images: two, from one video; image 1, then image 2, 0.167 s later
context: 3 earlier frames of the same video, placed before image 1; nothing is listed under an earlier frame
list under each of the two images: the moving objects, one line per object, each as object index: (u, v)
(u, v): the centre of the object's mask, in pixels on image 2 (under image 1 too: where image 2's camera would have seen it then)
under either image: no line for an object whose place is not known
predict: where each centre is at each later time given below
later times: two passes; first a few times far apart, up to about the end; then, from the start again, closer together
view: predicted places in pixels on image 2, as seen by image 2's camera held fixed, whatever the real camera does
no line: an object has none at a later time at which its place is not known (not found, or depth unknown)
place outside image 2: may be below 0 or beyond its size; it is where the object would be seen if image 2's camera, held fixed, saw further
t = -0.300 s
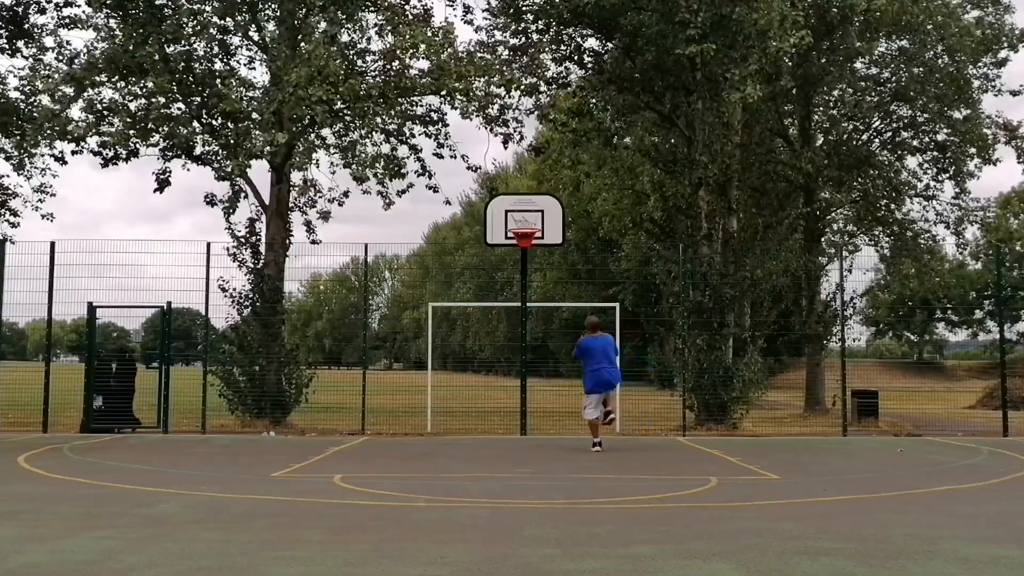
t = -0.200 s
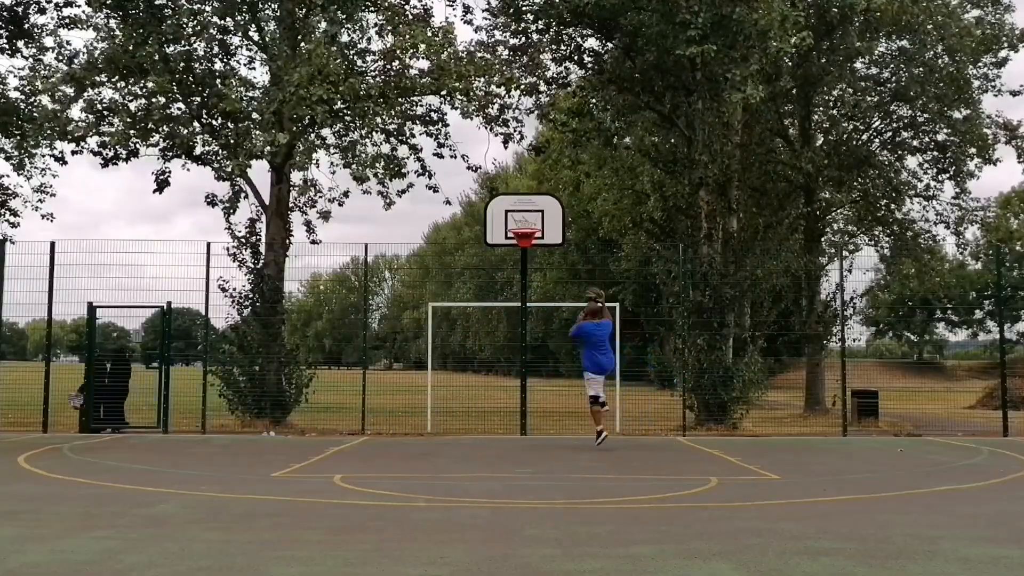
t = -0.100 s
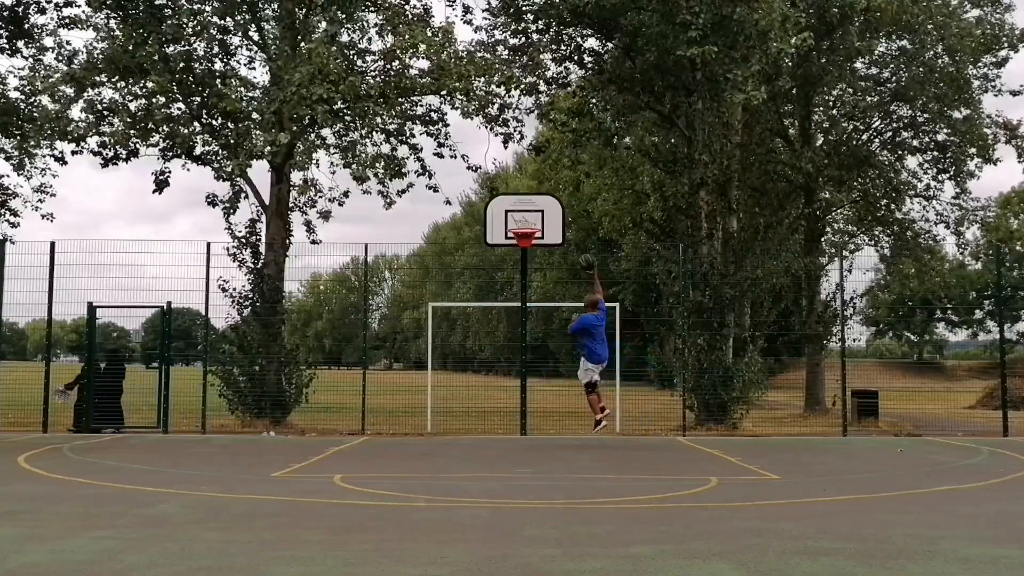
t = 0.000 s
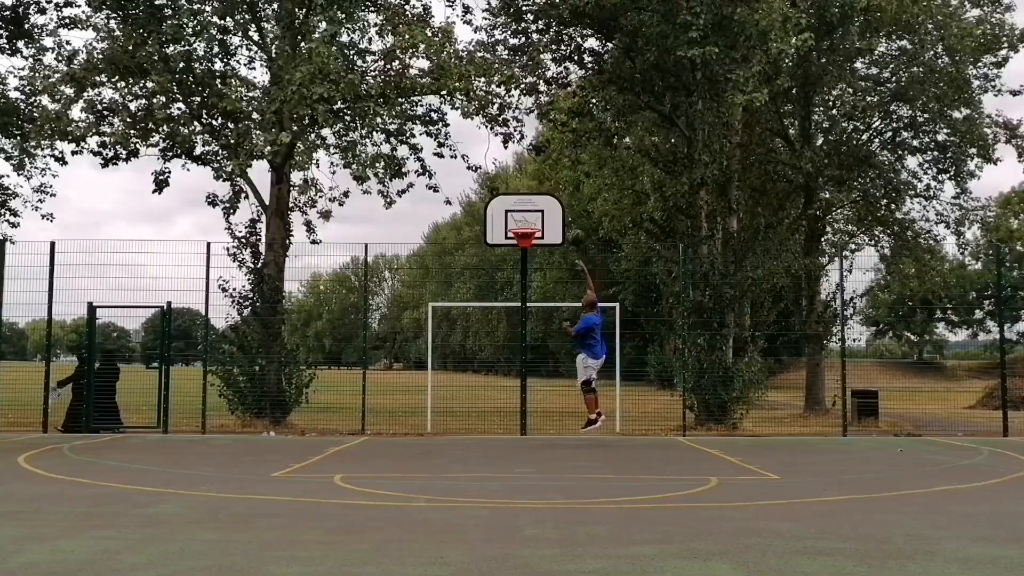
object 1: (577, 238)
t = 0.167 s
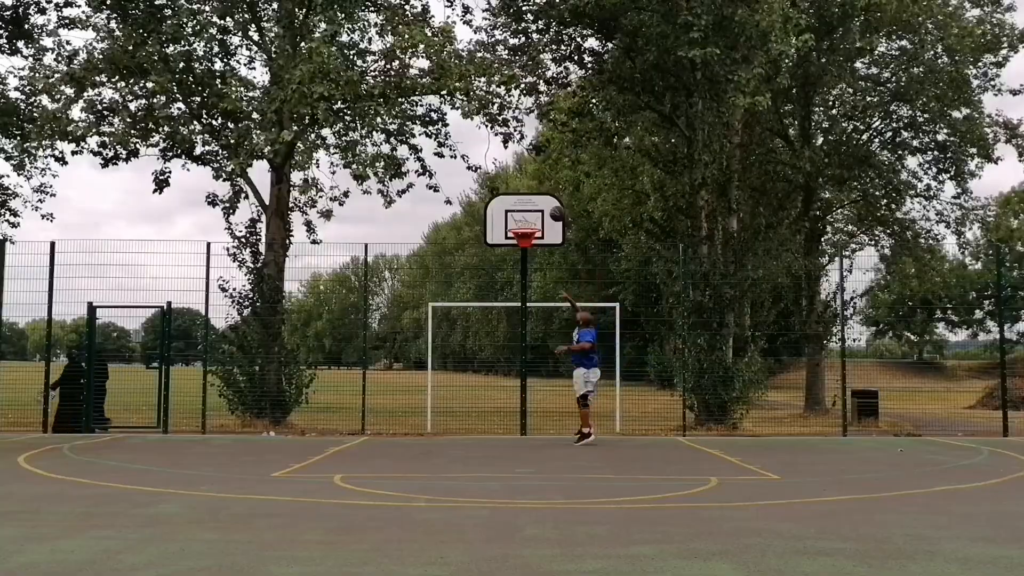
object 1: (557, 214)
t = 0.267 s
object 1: (547, 209)
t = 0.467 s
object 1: (533, 220)
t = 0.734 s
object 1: (515, 280)
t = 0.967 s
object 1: (497, 378)
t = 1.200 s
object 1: (490, 390)
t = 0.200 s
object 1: (554, 211)
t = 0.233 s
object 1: (551, 210)
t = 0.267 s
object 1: (547, 209)
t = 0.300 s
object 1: (544, 209)
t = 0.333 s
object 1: (541, 210)
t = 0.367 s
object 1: (539, 211)
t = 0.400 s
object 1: (537, 213)
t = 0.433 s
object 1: (535, 217)
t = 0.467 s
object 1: (533, 220)
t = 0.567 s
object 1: (527, 237)
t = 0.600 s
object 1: (524, 243)
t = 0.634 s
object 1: (521, 251)
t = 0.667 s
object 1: (519, 260)
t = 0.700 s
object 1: (517, 270)
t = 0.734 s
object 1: (515, 280)
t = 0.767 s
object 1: (512, 292)
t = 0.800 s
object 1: (510, 305)
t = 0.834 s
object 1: (507, 316)
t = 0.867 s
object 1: (504, 331)
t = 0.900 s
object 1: (503, 346)
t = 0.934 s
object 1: (501, 360)
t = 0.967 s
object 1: (497, 378)
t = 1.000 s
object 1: (495, 397)
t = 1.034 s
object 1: (492, 416)
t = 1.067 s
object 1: (489, 435)
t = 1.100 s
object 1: (489, 432)
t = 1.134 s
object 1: (489, 417)
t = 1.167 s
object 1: (490, 403)
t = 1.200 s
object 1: (490, 390)
